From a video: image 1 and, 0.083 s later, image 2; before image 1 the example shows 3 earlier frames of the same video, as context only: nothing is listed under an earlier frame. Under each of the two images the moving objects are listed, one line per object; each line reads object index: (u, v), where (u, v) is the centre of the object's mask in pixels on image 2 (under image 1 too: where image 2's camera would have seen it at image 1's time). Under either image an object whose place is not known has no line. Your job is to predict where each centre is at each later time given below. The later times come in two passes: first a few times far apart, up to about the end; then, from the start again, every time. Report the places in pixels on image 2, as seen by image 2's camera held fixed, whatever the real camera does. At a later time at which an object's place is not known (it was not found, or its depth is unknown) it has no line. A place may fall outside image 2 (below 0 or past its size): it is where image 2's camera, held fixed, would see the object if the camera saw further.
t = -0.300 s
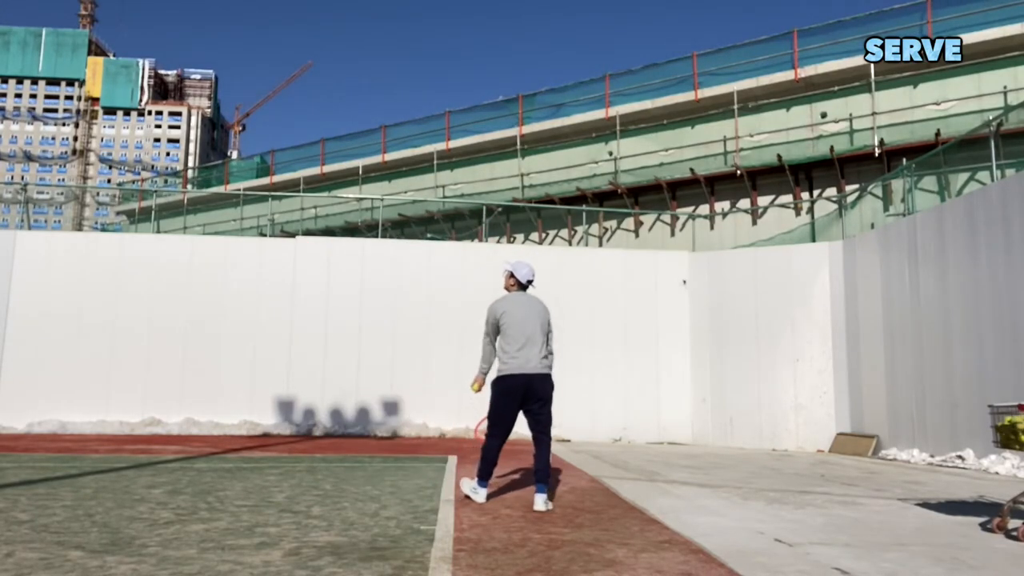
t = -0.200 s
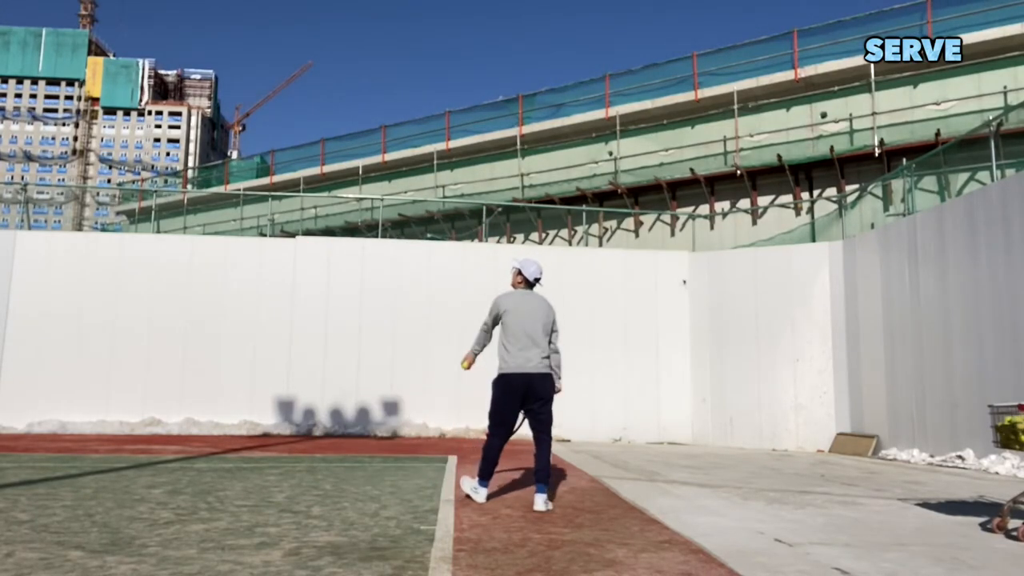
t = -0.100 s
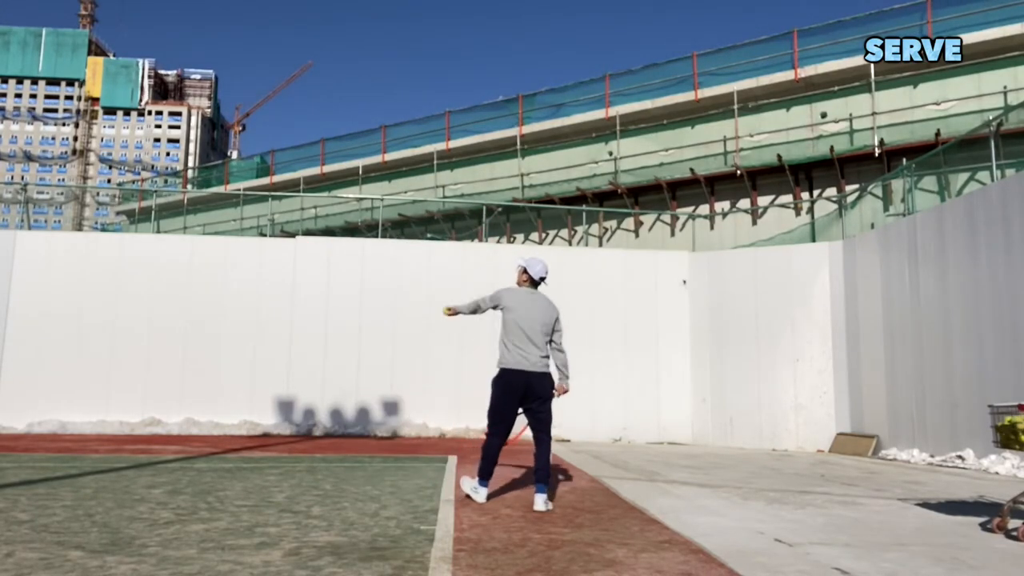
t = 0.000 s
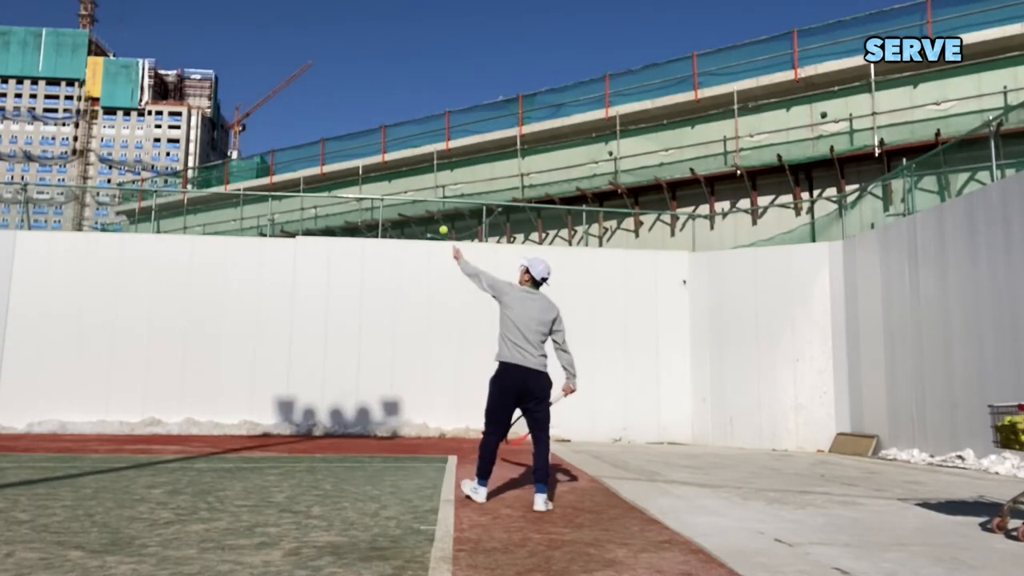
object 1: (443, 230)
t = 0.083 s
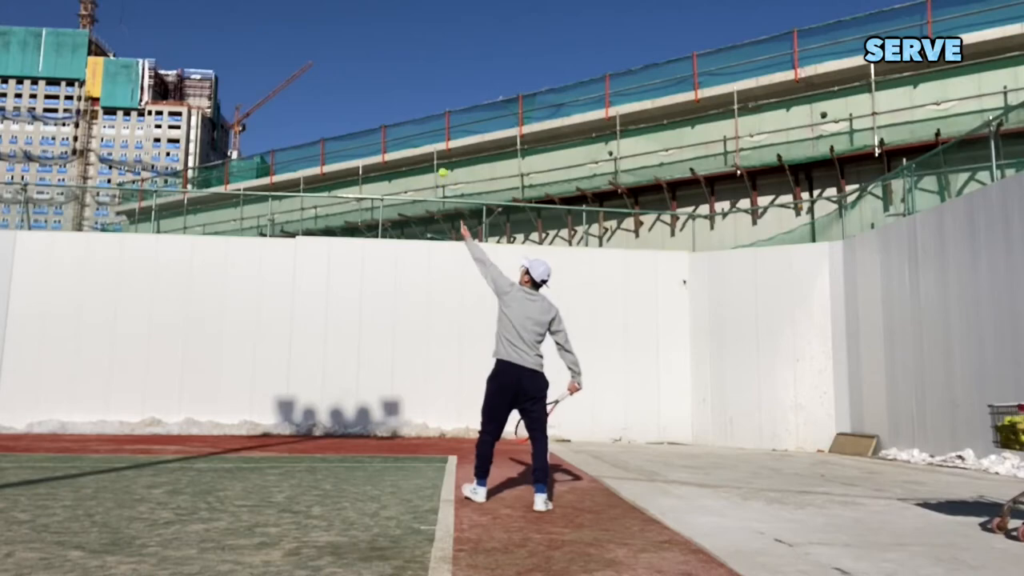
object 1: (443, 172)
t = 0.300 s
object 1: (440, 66)
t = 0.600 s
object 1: (437, 14)
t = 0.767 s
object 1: (436, 31)
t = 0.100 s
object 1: (442, 162)
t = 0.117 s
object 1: (442, 152)
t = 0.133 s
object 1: (441, 142)
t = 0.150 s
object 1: (441, 133)
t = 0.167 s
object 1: (441, 124)
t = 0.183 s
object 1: (441, 116)
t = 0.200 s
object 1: (441, 108)
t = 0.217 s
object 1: (440, 100)
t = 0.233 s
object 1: (440, 92)
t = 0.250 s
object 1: (440, 85)
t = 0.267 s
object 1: (440, 78)
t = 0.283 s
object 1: (440, 72)
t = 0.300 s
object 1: (440, 66)
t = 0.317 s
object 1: (440, 60)
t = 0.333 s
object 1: (439, 55)
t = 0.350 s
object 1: (439, 50)
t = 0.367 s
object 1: (439, 45)
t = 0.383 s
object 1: (439, 40)
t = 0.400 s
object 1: (438, 37)
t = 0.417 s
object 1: (438, 33)
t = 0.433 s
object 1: (438, 29)
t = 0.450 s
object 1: (438, 27)
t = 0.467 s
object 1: (438, 24)
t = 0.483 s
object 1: (438, 21)
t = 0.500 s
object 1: (438, 19)
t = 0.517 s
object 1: (438, 17)
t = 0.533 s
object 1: (437, 16)
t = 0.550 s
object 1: (437, 15)
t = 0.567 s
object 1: (437, 14)
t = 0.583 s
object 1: (437, 14)
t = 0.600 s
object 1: (437, 14)
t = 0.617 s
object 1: (437, 14)
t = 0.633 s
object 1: (437, 15)
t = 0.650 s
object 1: (437, 15)
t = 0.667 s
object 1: (437, 16)
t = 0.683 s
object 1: (436, 18)
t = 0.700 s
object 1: (436, 20)
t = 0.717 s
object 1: (436, 22)
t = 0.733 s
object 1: (436, 24)
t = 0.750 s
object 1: (436, 27)
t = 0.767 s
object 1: (436, 31)
